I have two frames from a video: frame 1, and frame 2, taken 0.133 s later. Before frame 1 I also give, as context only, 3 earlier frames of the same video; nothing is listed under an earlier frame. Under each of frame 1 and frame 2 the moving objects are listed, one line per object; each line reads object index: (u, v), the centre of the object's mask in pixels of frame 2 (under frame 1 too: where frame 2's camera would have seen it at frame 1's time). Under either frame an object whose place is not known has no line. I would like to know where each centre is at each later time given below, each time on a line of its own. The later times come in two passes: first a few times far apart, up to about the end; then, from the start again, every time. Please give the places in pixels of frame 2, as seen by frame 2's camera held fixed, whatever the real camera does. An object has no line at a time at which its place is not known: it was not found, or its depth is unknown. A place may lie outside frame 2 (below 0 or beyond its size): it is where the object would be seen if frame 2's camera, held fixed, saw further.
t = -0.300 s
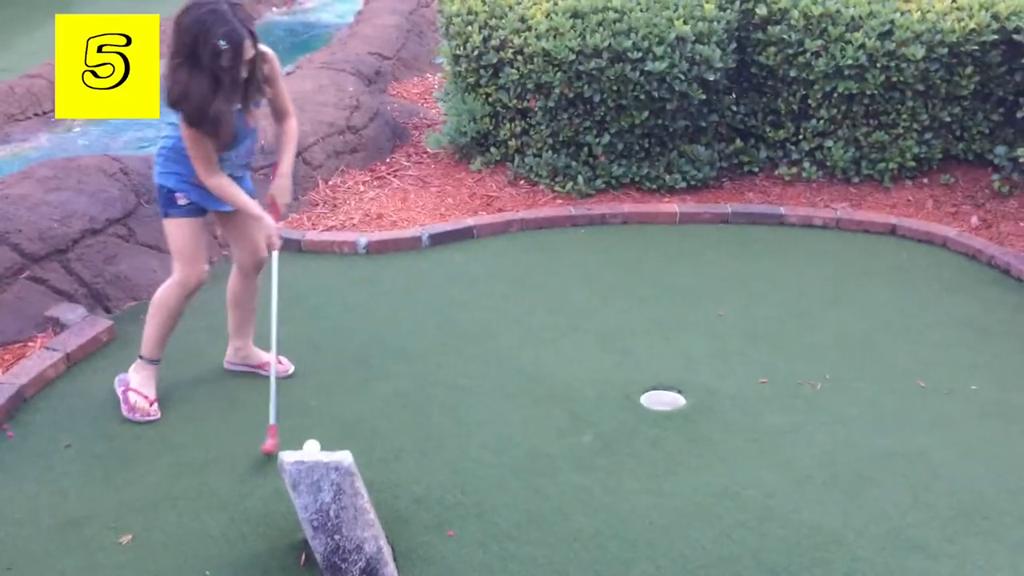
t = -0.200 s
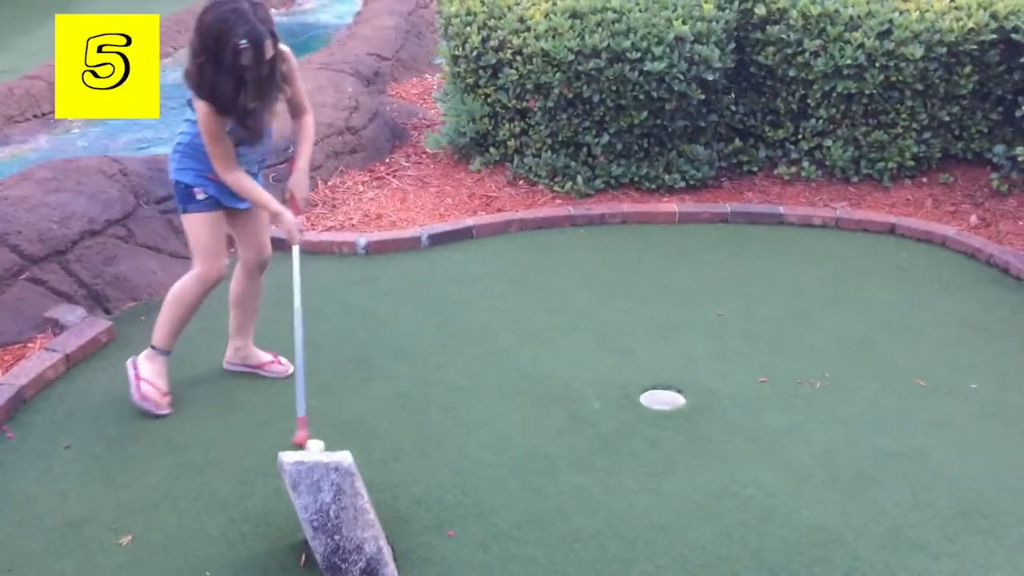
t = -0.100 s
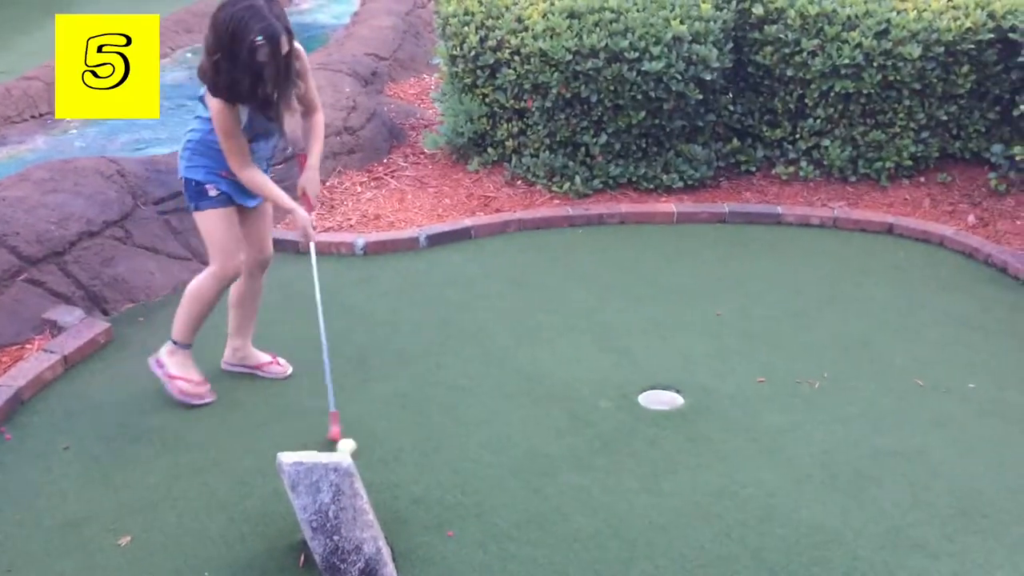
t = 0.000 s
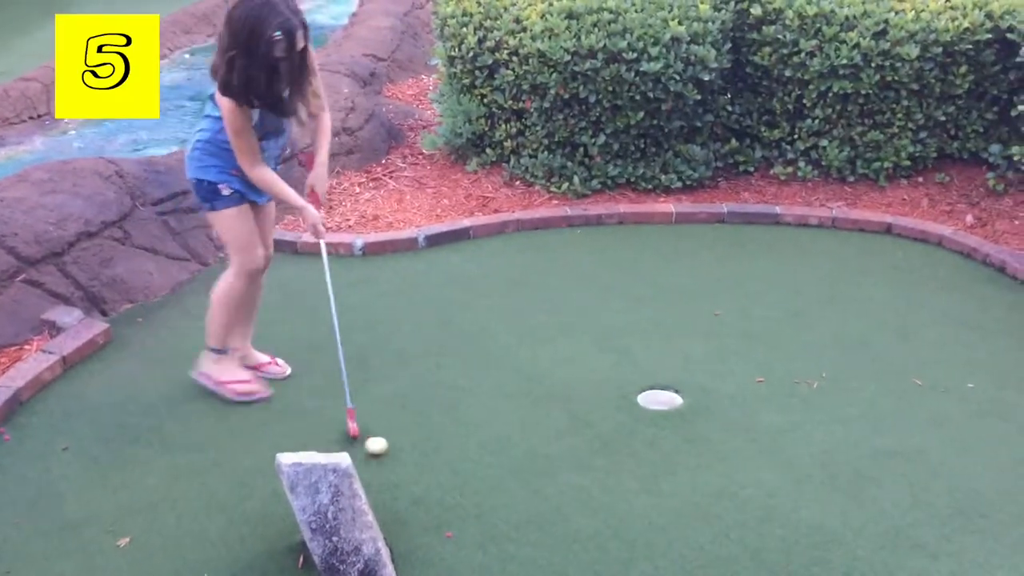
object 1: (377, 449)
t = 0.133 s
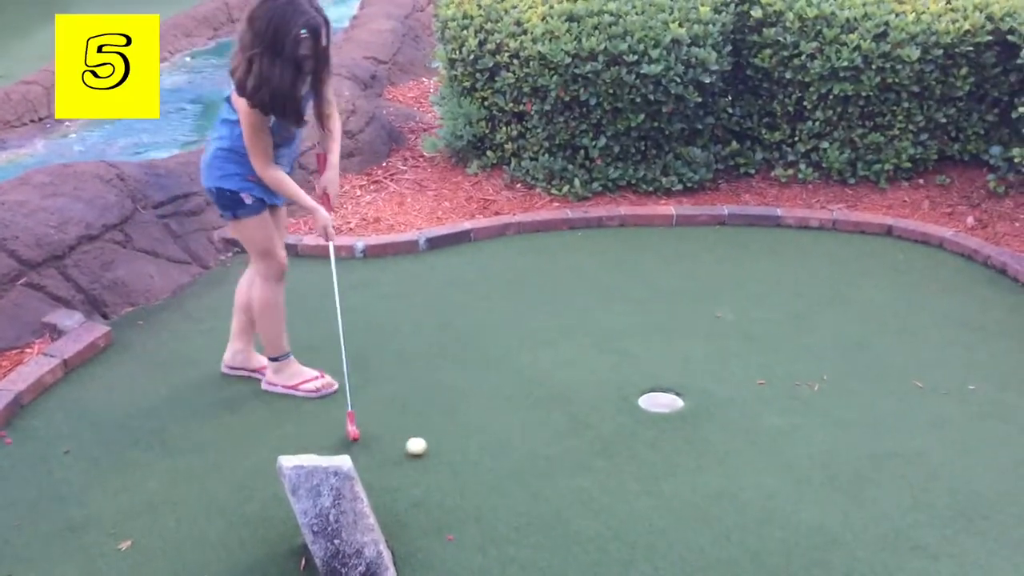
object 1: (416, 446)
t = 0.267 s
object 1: (452, 444)
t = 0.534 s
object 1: (514, 441)
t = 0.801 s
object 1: (567, 438)
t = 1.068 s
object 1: (607, 434)
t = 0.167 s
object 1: (425, 445)
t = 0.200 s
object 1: (434, 445)
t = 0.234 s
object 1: (443, 445)
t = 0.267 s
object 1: (452, 444)
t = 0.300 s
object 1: (460, 444)
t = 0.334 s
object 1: (468, 444)
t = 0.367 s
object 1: (477, 443)
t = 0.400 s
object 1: (484, 443)
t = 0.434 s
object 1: (492, 442)
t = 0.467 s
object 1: (500, 441)
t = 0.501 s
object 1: (507, 441)
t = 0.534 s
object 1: (514, 441)
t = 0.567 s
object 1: (521, 441)
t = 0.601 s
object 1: (529, 440)
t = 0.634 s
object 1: (535, 440)
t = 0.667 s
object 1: (542, 440)
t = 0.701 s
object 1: (548, 439)
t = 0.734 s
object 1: (554, 438)
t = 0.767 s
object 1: (561, 438)
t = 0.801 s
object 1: (567, 438)
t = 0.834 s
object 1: (572, 438)
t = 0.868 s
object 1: (578, 437)
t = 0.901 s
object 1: (583, 436)
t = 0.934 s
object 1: (588, 435)
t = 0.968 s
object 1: (593, 435)
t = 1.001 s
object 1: (598, 435)
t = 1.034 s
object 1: (603, 434)
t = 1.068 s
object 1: (607, 434)
